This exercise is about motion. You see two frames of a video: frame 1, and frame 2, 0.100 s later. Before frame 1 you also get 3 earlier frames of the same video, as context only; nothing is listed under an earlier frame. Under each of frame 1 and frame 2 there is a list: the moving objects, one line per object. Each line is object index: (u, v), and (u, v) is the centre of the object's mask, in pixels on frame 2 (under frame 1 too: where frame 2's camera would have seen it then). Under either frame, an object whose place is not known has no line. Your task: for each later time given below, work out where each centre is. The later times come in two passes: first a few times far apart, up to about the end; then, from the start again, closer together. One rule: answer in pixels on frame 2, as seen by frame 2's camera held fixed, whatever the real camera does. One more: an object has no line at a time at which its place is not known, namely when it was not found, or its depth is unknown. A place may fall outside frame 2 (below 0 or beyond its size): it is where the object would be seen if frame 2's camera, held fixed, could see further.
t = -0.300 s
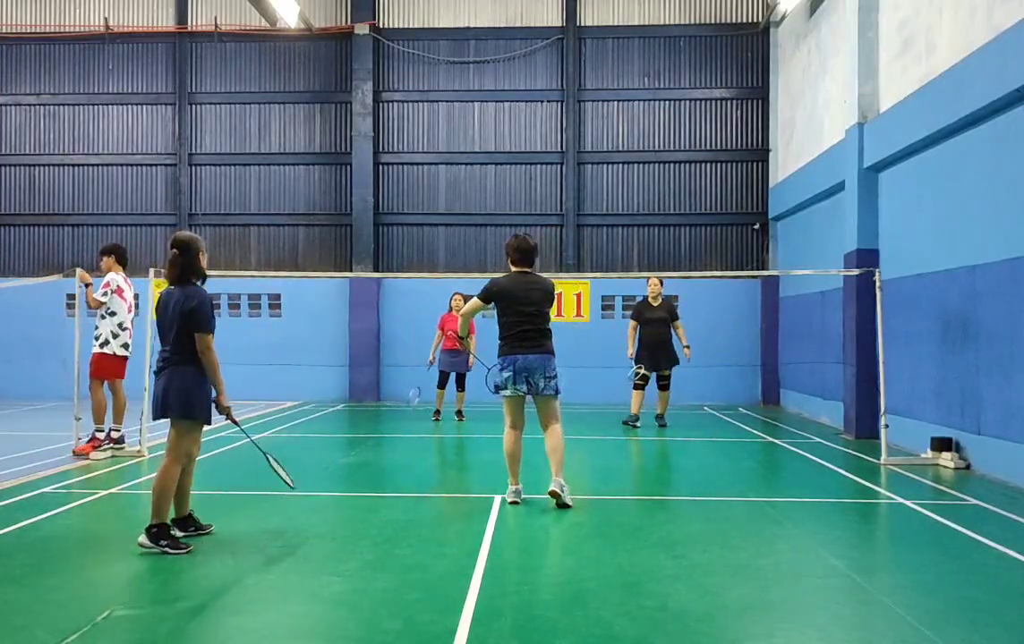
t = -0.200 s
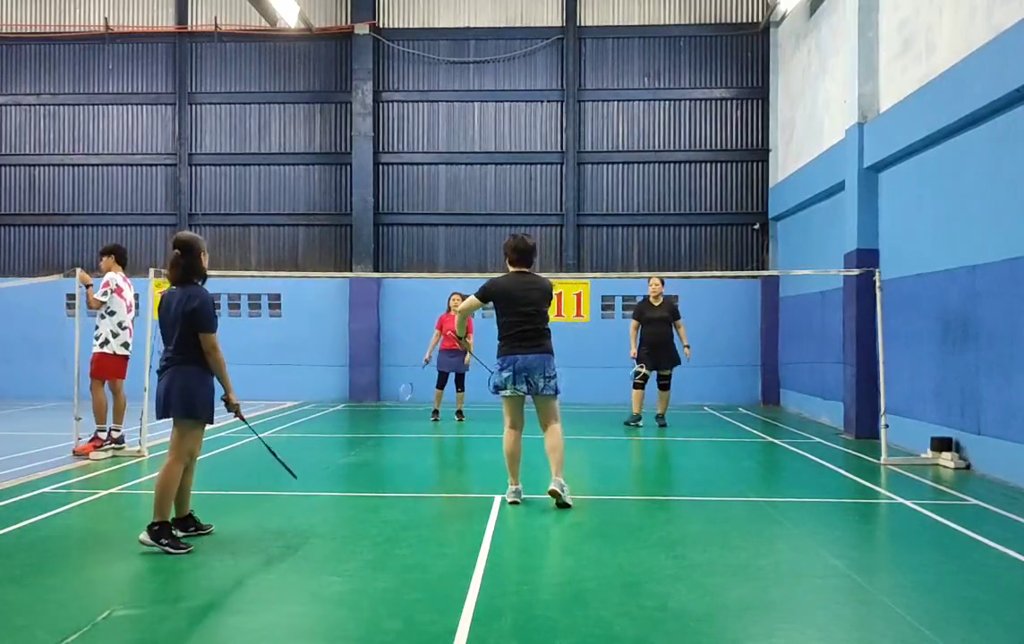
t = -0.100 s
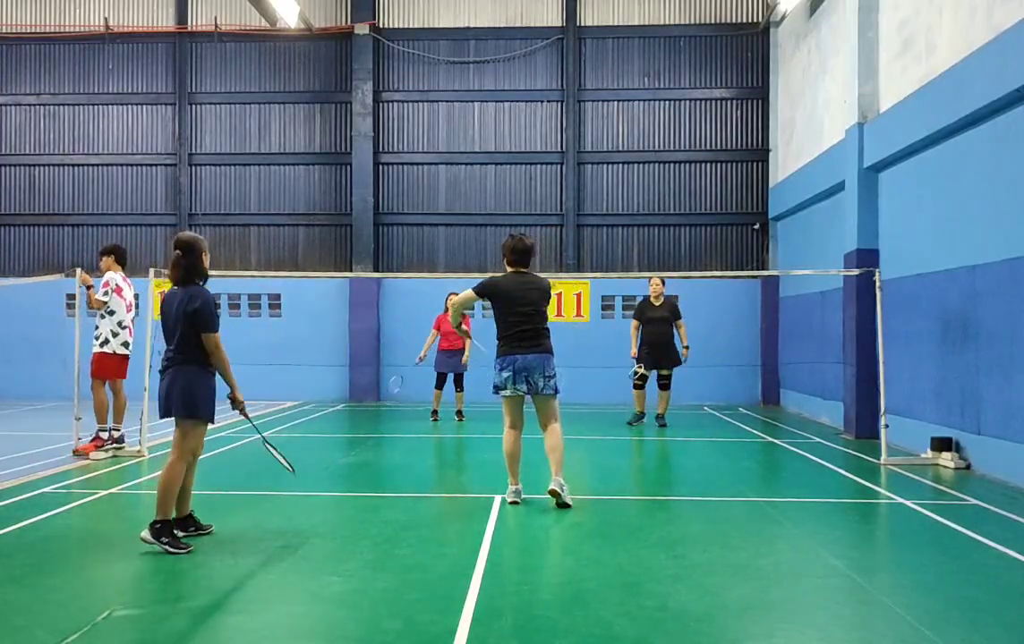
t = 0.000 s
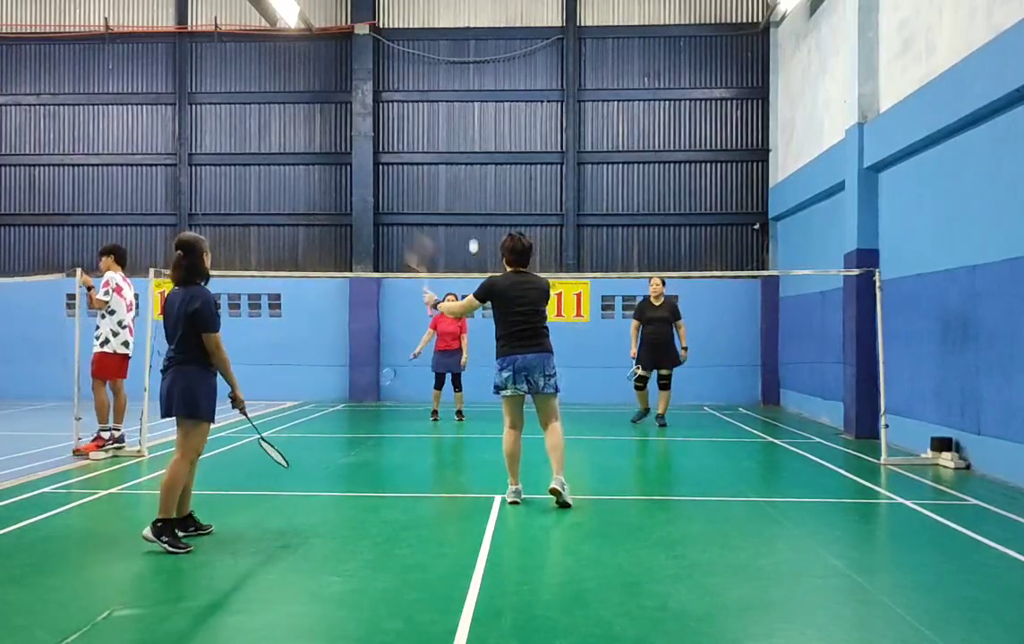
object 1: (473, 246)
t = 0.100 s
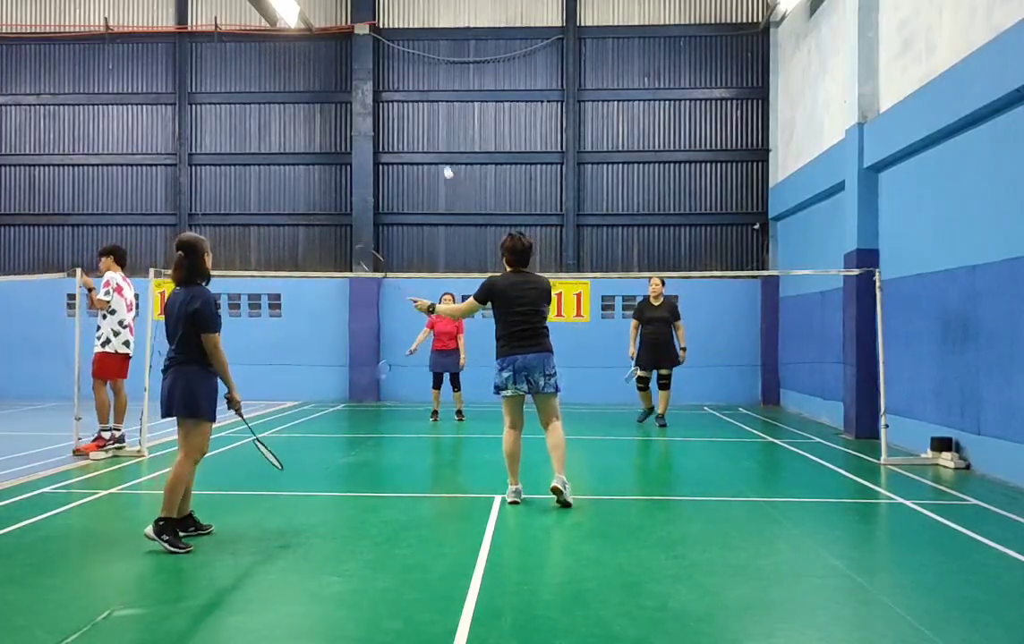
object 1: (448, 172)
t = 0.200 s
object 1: (432, 130)
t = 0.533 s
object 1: (401, 110)
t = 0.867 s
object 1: (389, 178)
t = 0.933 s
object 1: (389, 198)
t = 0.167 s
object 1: (437, 141)
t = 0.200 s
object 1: (432, 130)
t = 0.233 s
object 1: (428, 122)
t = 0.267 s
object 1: (424, 116)
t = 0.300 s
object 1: (420, 111)
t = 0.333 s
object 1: (417, 107)
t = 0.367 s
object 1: (413, 105)
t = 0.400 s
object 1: (410, 104)
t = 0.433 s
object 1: (408, 105)
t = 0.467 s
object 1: (406, 105)
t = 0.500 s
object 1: (403, 107)
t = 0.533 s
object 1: (401, 110)
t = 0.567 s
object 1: (399, 114)
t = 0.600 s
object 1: (398, 118)
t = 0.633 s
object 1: (396, 123)
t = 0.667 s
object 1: (395, 128)
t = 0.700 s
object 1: (394, 136)
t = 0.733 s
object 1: (393, 143)
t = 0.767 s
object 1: (392, 151)
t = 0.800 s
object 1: (391, 159)
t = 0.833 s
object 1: (390, 168)
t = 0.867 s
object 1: (389, 178)
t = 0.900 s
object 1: (389, 187)
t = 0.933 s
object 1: (389, 198)
